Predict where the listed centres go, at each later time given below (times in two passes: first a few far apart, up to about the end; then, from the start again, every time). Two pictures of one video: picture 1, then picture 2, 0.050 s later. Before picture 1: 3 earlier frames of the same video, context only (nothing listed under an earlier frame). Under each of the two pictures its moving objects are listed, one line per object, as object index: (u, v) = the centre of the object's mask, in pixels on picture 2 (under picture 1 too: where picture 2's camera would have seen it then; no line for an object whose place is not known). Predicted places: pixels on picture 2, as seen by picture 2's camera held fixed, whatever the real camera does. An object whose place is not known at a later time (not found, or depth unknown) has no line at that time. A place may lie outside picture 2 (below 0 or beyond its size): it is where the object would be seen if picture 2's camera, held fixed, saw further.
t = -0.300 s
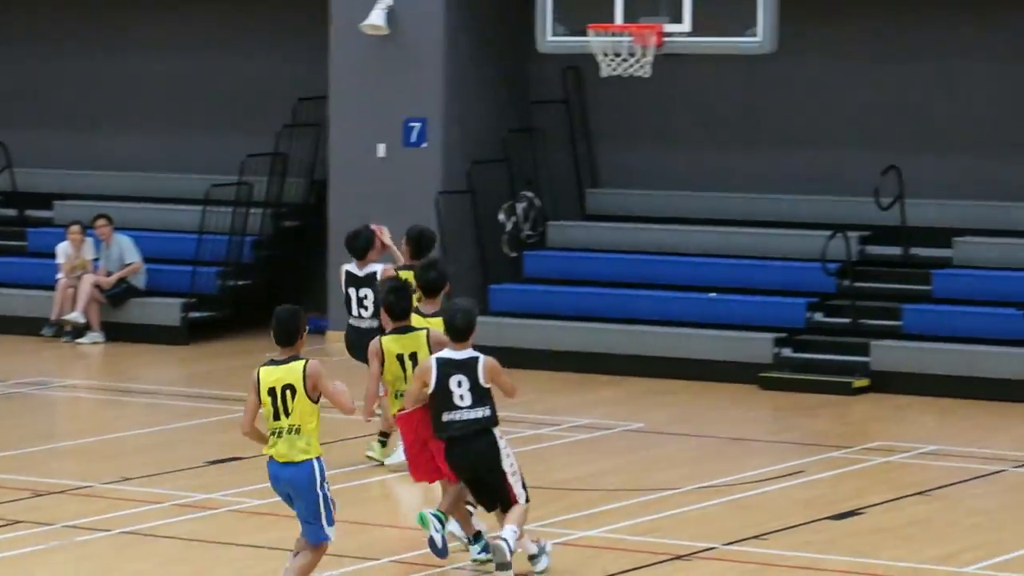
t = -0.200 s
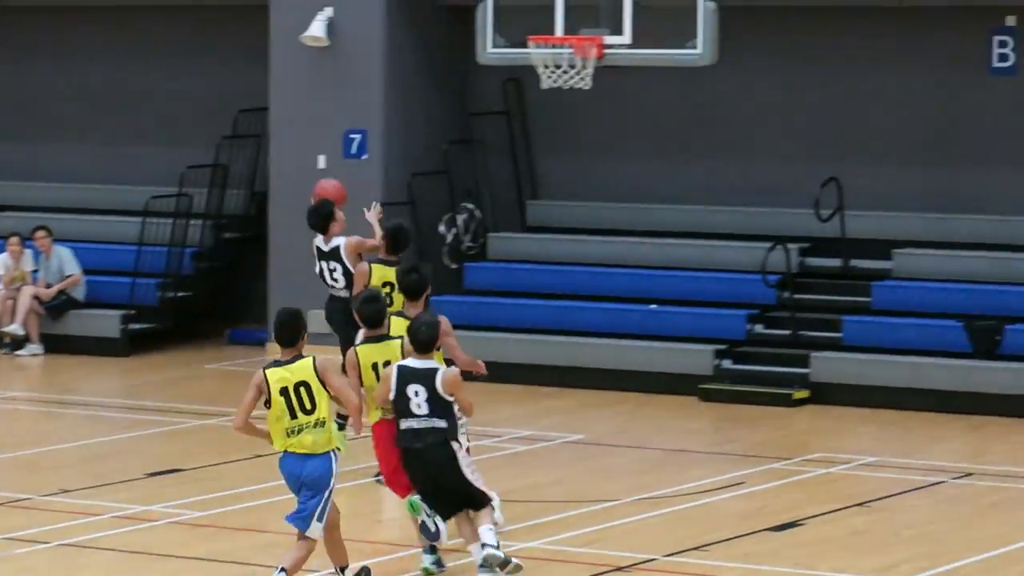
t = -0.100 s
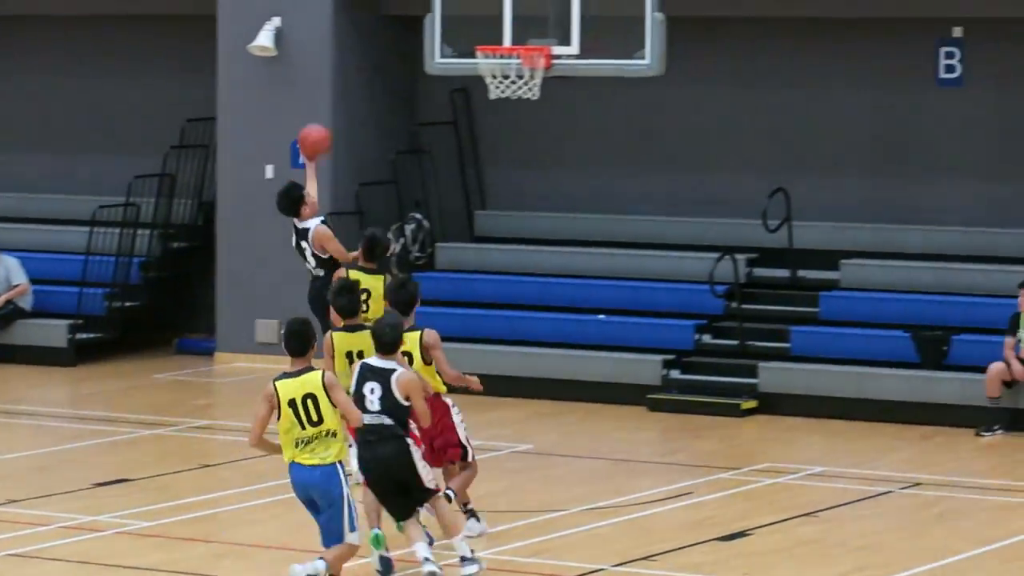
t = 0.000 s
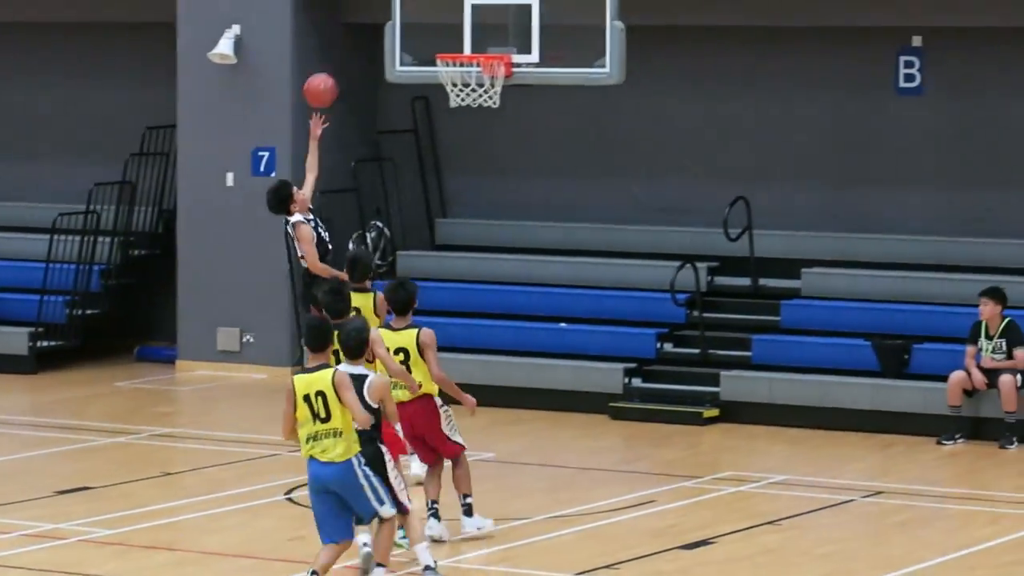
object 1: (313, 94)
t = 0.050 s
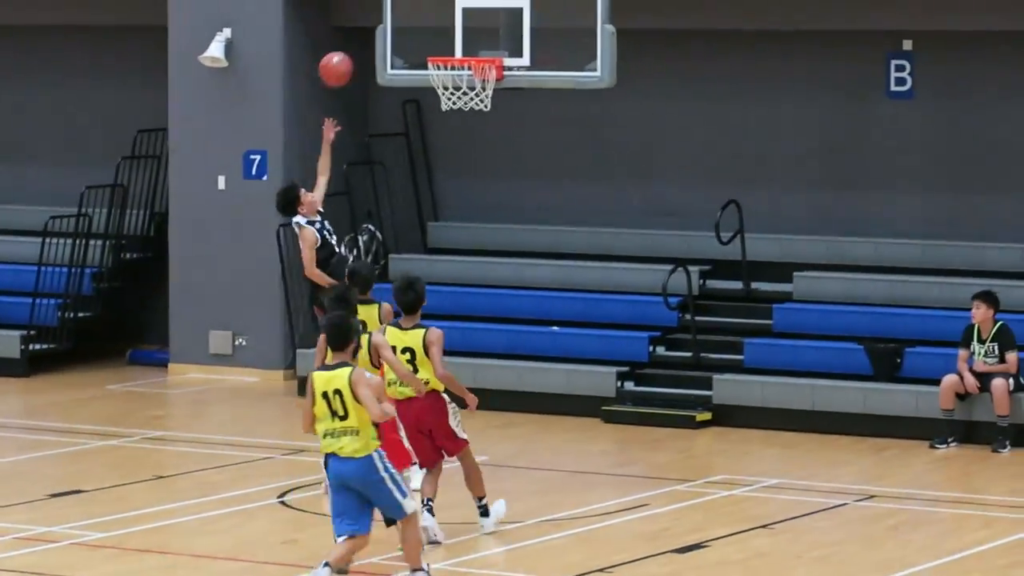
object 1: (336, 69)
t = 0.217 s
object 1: (392, 17)
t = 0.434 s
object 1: (413, 21)
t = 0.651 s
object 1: (422, 42)
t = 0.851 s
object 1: (420, 85)
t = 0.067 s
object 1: (344, 62)
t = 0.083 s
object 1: (352, 55)
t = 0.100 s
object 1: (360, 48)
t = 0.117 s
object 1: (368, 42)
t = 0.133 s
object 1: (376, 36)
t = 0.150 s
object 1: (384, 29)
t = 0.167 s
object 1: (388, 26)
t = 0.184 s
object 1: (390, 23)
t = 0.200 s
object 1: (391, 20)
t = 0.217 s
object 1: (392, 17)
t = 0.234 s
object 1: (394, 16)
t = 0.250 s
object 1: (396, 14)
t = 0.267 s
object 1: (397, 12)
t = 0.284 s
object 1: (399, 11)
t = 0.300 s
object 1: (401, 11)
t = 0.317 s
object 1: (402, 11)
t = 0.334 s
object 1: (404, 11)
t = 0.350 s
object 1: (406, 12)
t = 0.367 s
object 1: (407, 13)
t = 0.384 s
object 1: (409, 14)
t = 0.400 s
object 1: (410, 16)
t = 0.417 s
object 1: (412, 18)
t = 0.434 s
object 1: (413, 21)
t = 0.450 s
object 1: (415, 24)
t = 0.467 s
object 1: (417, 27)
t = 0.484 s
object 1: (418, 31)
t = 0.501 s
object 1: (420, 35)
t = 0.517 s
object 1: (422, 39)
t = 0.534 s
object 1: (423, 42)
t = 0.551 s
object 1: (423, 42)
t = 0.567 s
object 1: (423, 41)
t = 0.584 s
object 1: (423, 40)
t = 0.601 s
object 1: (423, 40)
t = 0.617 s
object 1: (422, 40)
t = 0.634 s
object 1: (422, 41)
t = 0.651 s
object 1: (422, 42)
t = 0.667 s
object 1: (422, 43)
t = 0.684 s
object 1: (421, 45)
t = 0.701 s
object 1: (421, 47)
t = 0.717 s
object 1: (421, 50)
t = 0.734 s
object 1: (421, 52)
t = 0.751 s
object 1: (421, 55)
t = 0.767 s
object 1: (421, 59)
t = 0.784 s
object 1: (421, 63)
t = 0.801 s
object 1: (420, 68)
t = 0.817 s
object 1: (420, 73)
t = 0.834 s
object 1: (420, 79)
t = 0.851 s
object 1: (420, 85)
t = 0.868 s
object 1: (420, 92)
